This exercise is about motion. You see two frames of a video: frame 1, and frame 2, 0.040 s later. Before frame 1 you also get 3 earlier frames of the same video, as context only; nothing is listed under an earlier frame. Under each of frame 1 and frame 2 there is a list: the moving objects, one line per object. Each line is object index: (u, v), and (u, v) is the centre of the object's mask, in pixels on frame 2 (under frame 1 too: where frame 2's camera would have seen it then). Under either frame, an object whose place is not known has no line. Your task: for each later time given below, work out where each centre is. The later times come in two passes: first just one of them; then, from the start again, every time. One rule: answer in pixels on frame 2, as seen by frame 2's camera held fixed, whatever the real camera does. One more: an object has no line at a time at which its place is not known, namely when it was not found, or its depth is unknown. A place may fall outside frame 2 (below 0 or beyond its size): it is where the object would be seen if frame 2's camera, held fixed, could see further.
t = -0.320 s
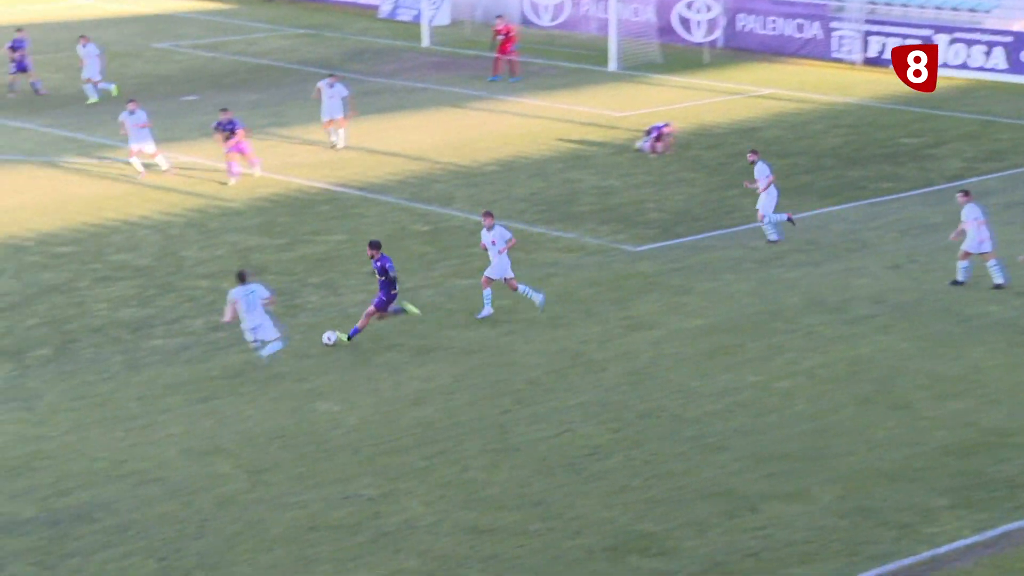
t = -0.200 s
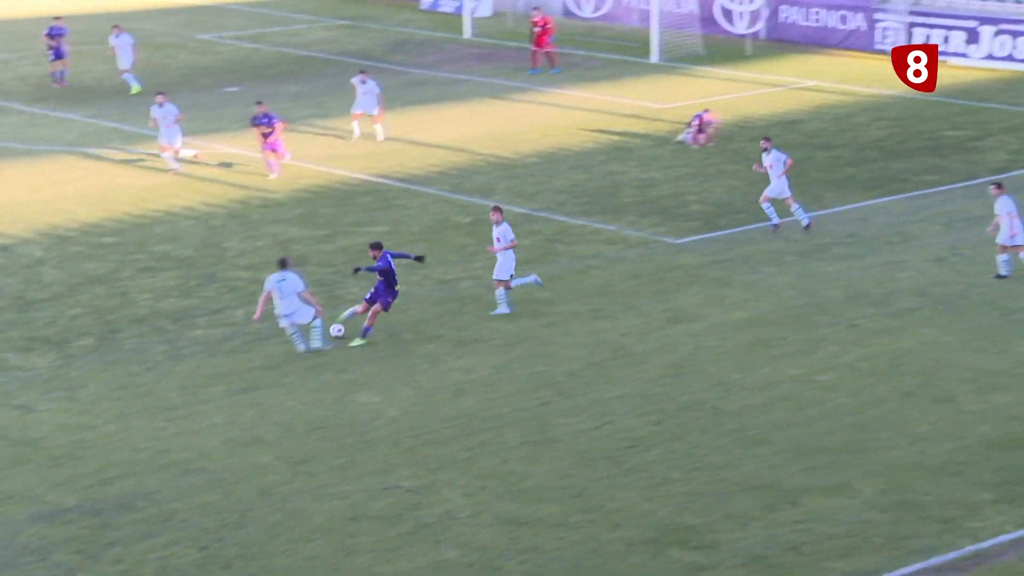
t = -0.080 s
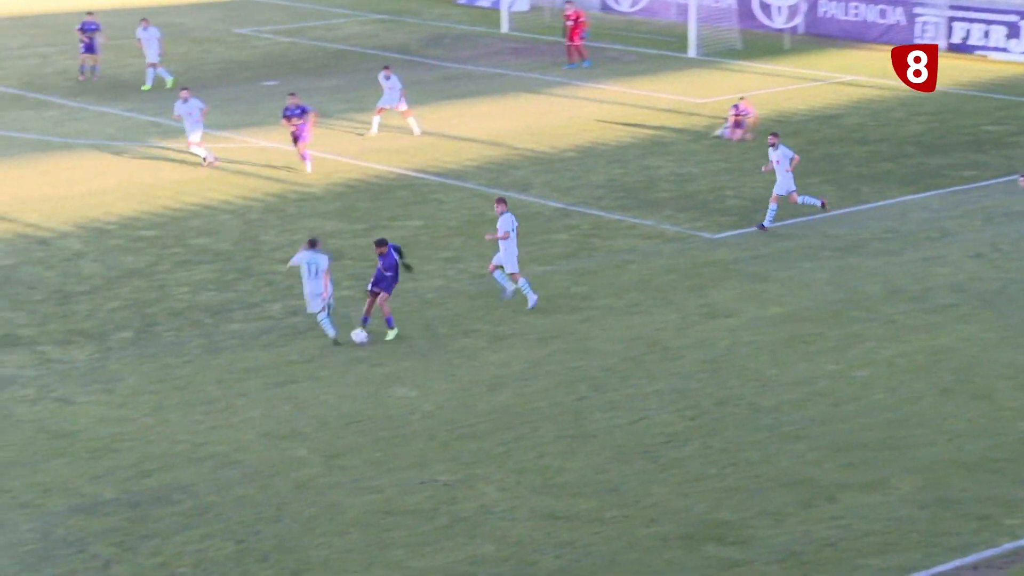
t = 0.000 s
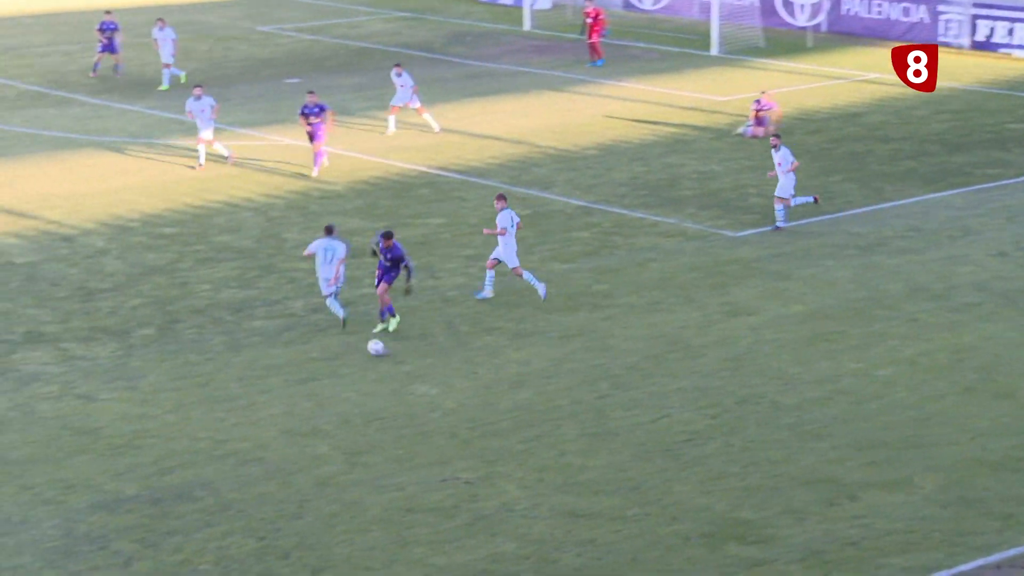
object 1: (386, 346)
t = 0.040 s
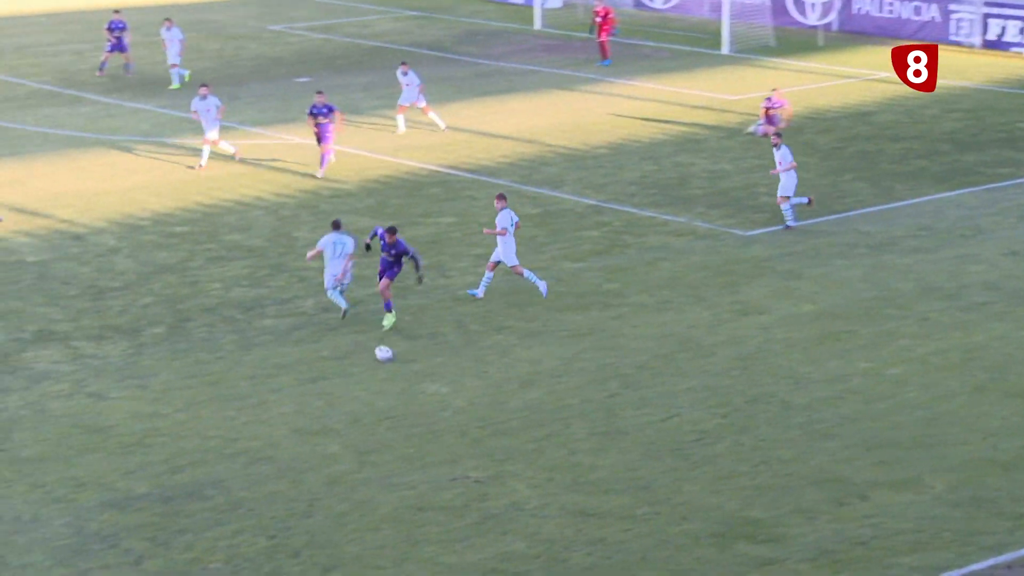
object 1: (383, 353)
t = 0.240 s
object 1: (367, 381)
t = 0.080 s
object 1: (380, 359)
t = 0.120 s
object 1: (377, 364)
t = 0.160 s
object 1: (374, 371)
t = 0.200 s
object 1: (371, 376)
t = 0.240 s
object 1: (367, 381)
